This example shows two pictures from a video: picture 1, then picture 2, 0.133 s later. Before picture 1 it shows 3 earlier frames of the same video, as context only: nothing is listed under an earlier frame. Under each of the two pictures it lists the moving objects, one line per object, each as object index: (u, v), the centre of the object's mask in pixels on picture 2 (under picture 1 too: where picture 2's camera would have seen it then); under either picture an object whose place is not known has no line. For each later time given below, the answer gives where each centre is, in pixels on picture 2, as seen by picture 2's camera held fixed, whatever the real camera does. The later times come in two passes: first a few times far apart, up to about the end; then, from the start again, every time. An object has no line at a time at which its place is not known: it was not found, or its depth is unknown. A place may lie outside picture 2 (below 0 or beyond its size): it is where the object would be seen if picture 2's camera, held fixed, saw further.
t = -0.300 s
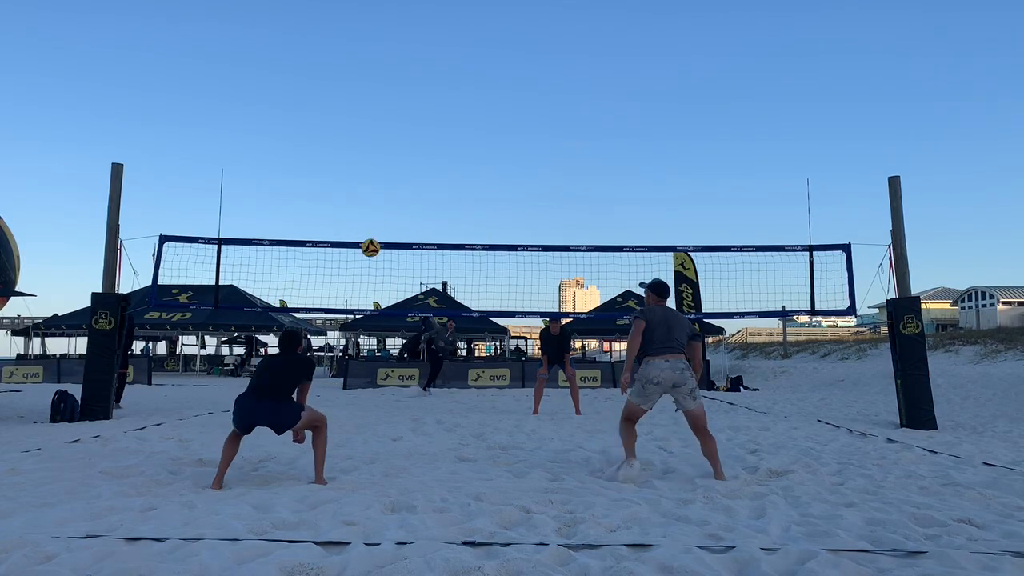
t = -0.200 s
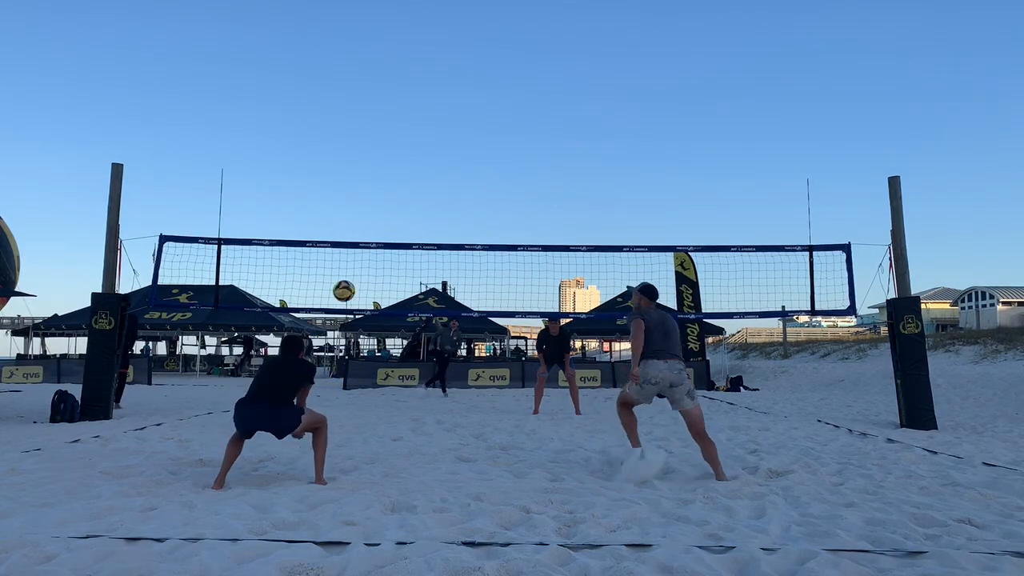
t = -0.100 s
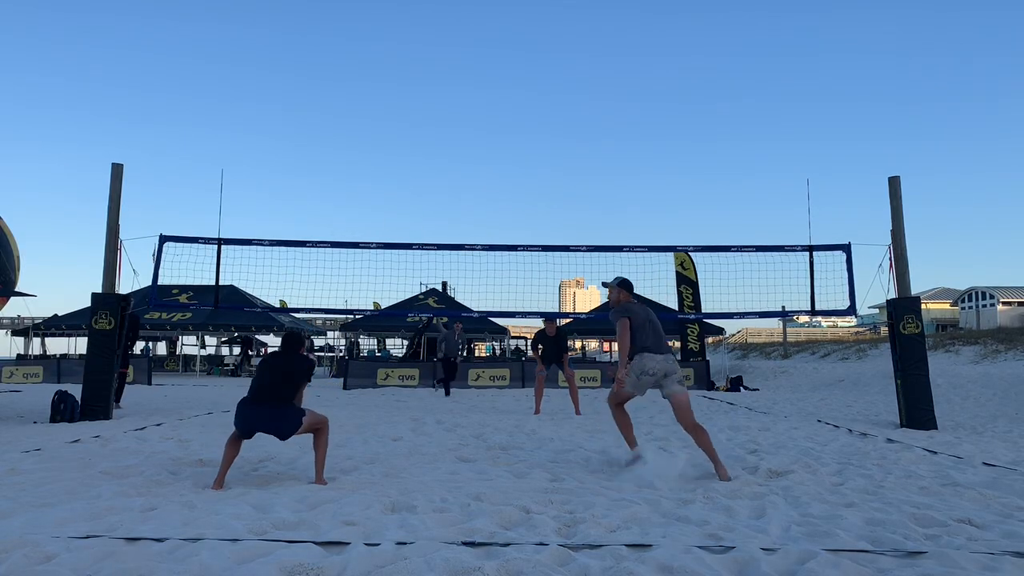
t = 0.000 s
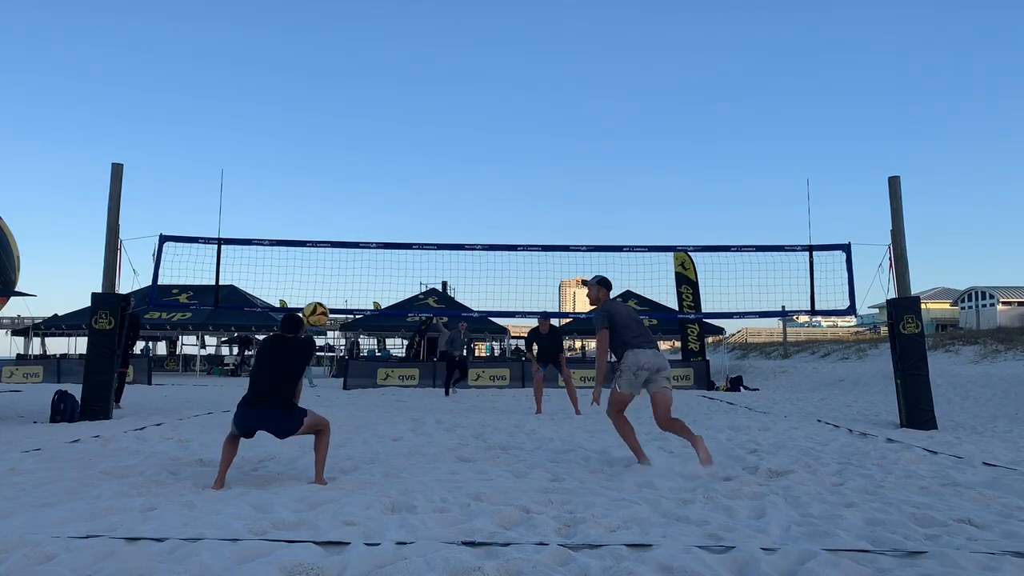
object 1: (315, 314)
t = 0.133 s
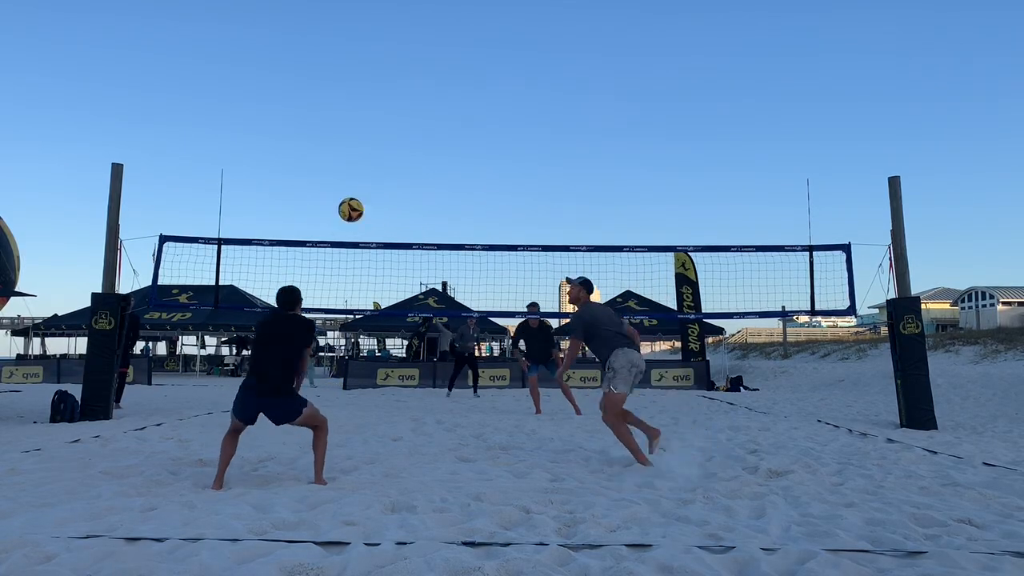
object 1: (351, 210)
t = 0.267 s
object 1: (380, 135)
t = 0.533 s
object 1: (425, 57)
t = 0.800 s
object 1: (459, 55)
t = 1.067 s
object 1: (486, 112)
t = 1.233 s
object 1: (499, 174)
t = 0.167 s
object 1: (358, 188)
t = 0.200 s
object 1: (366, 169)
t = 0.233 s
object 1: (373, 151)
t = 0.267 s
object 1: (380, 135)
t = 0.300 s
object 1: (386, 120)
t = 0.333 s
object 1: (392, 107)
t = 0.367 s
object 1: (398, 95)
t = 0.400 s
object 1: (404, 85)
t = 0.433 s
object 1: (409, 76)
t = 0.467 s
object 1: (415, 69)
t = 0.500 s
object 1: (420, 62)
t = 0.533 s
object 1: (425, 57)
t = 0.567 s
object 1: (430, 53)
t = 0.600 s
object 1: (435, 50)
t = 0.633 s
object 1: (439, 48)
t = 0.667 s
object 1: (444, 48)
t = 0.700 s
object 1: (448, 48)
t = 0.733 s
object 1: (452, 50)
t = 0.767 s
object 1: (456, 52)
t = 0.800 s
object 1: (459, 55)
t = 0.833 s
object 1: (464, 59)
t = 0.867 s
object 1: (467, 64)
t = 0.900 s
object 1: (470, 70)
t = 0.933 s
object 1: (474, 77)
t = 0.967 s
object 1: (477, 85)
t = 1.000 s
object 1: (480, 93)
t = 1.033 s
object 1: (483, 103)
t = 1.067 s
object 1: (486, 112)
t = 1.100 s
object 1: (489, 123)
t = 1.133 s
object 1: (492, 135)
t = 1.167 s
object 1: (494, 147)
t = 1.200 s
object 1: (497, 160)
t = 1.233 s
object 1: (499, 174)
